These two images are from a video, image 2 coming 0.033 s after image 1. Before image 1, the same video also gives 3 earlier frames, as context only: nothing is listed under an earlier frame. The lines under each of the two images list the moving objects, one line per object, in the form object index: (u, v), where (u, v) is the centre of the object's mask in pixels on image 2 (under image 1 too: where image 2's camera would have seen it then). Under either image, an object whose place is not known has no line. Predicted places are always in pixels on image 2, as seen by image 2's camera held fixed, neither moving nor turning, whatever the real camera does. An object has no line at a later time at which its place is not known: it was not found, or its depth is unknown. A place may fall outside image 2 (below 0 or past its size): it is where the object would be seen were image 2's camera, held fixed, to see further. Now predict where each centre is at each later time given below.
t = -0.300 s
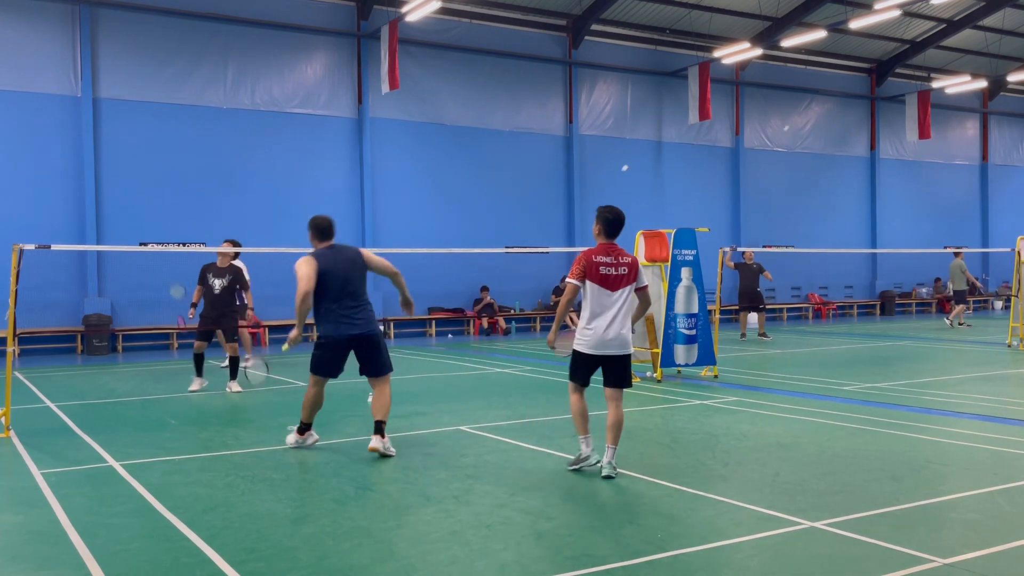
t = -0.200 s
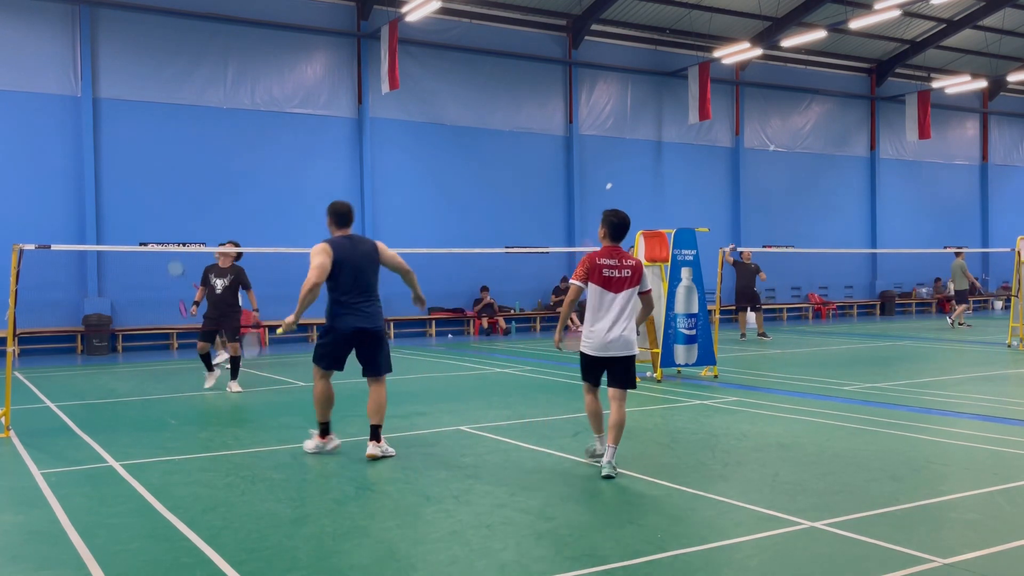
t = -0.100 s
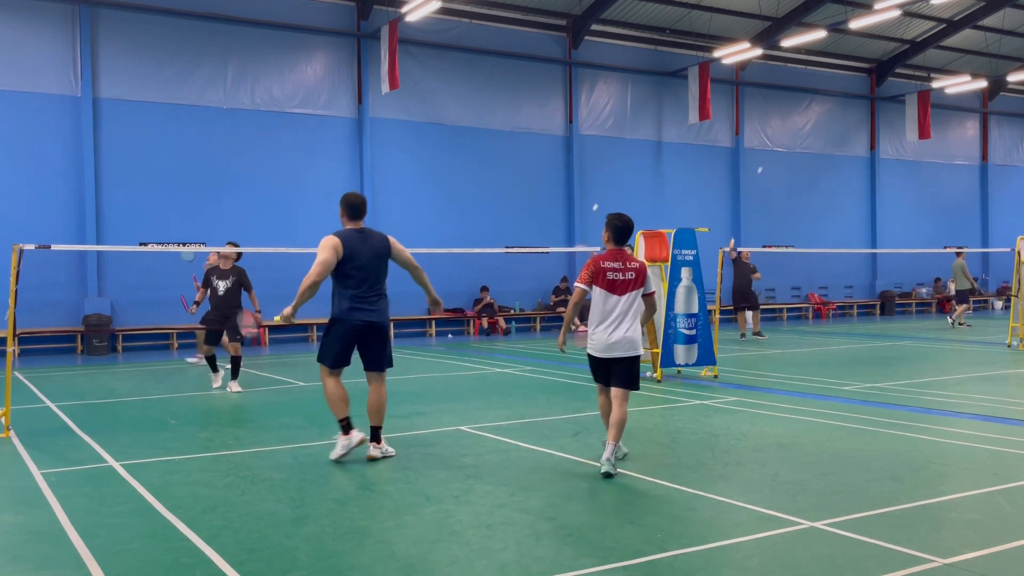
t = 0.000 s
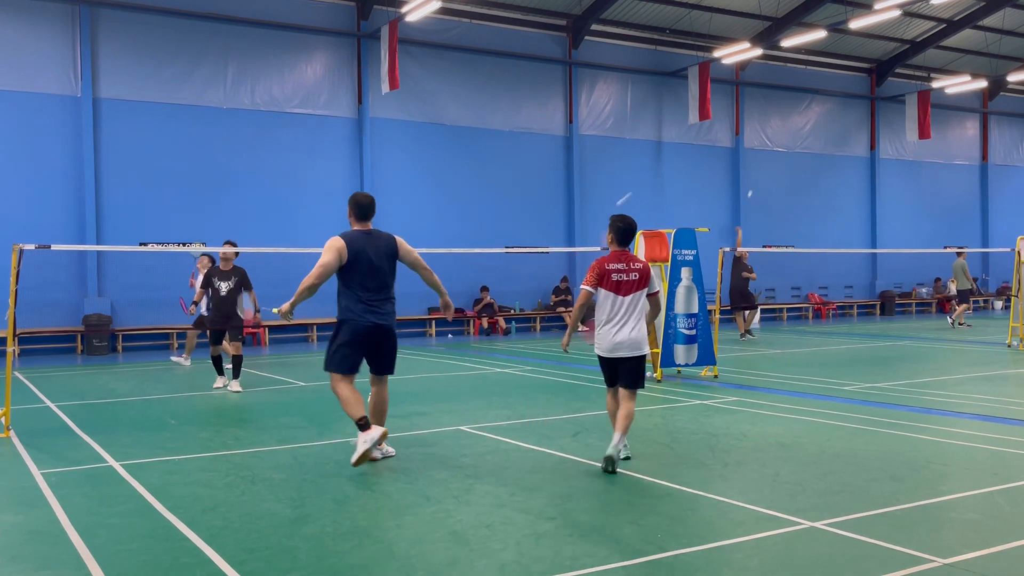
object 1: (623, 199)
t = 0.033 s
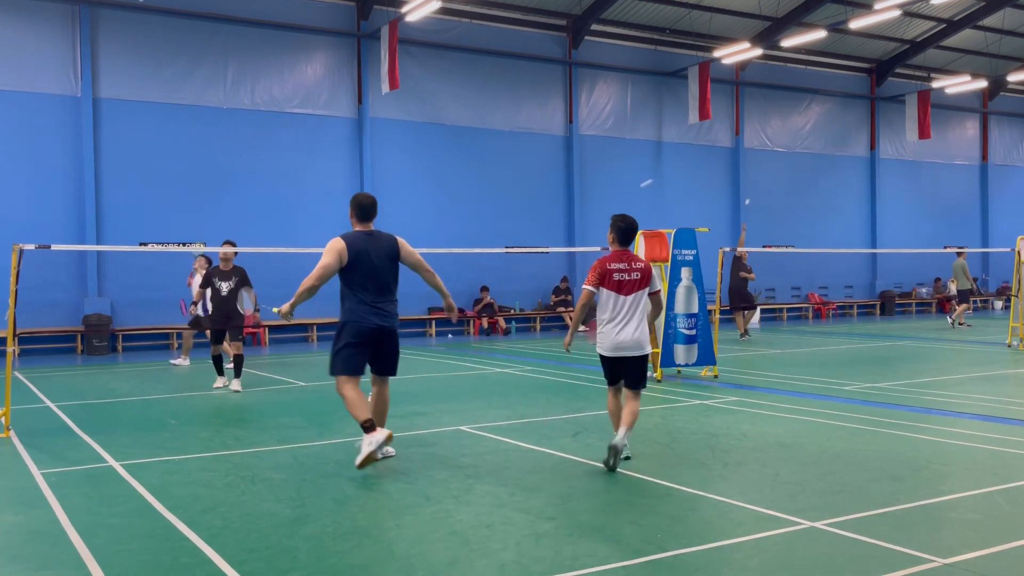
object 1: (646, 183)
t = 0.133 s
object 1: (704, 153)
